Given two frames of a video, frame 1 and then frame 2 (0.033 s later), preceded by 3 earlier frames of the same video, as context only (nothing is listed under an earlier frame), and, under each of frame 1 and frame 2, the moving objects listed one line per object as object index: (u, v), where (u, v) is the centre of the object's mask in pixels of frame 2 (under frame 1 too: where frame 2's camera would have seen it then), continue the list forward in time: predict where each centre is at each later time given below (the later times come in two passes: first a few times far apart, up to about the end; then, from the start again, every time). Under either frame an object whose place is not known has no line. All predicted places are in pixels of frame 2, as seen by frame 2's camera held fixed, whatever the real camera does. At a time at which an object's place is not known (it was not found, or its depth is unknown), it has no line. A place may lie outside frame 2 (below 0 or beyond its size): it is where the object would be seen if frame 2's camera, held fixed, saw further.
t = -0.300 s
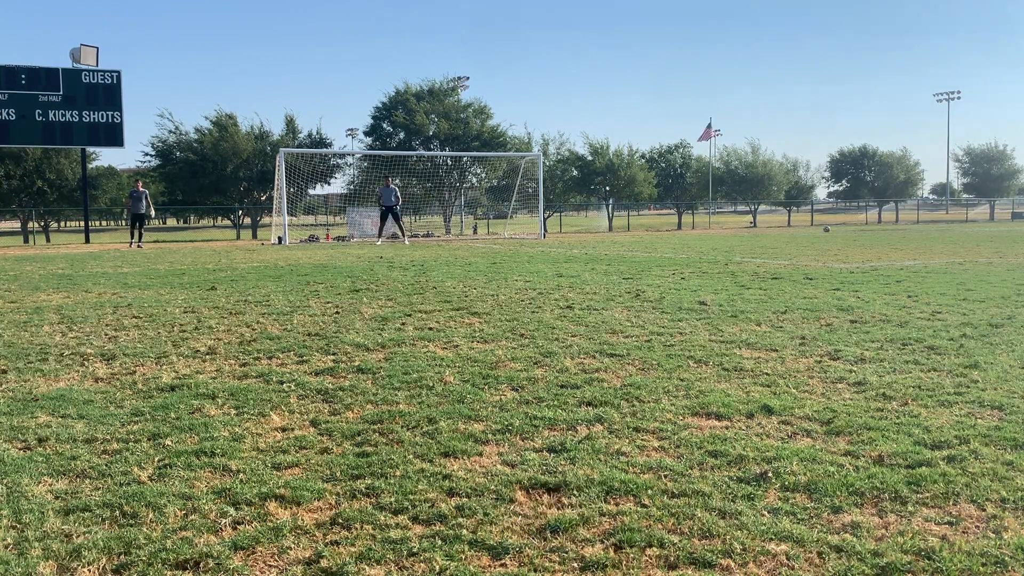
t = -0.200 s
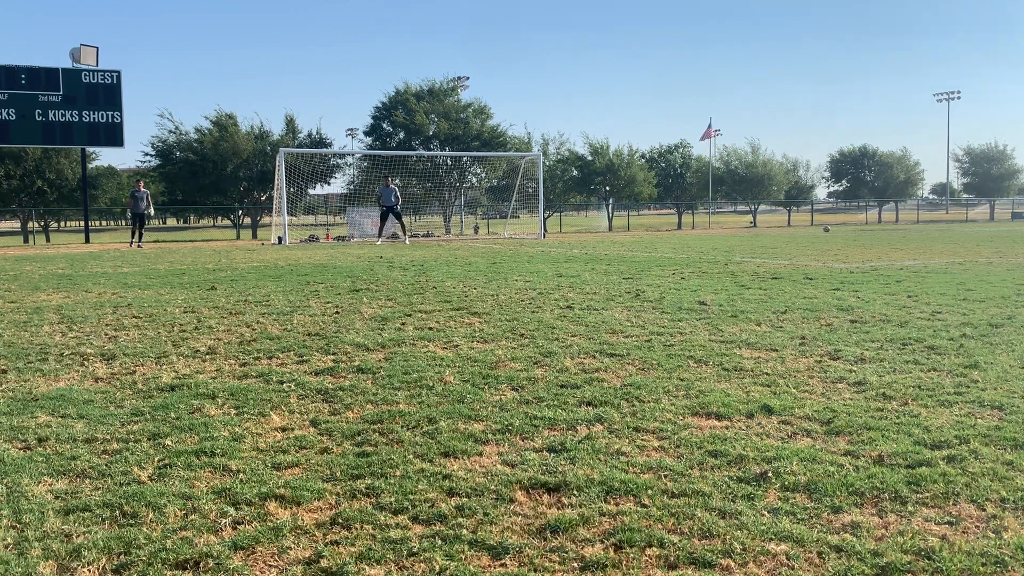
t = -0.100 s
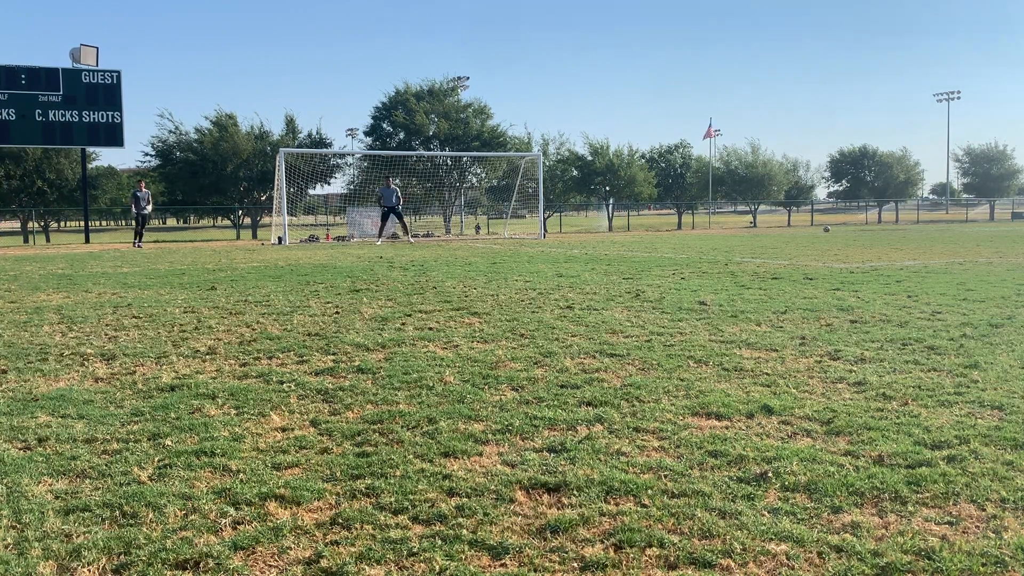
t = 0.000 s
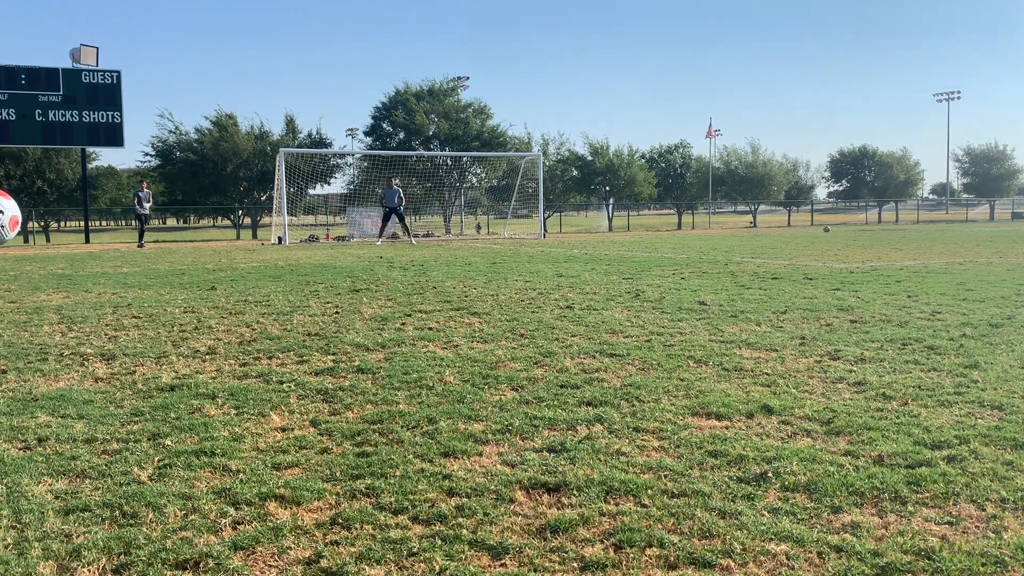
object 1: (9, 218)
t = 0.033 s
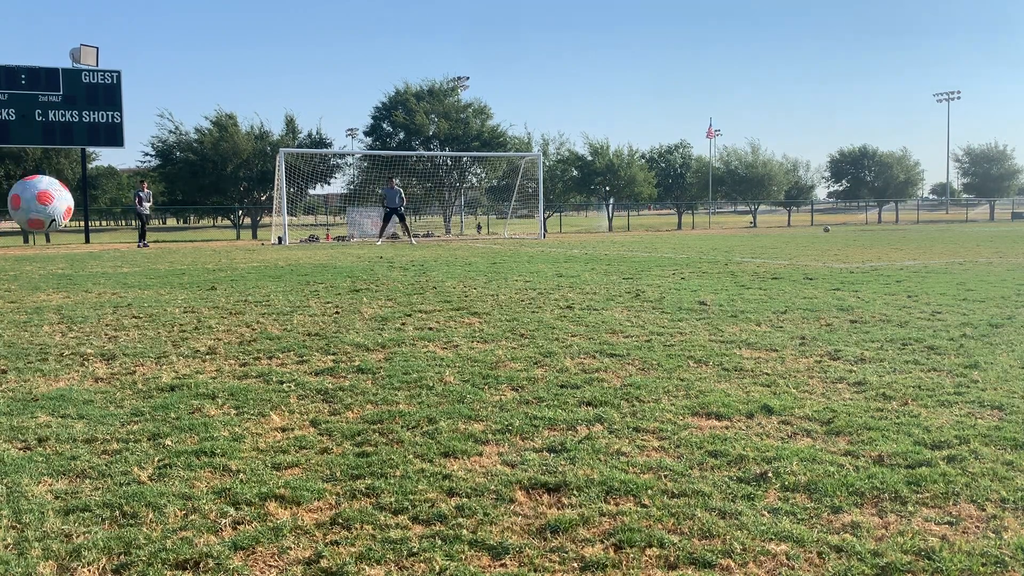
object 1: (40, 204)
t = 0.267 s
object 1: (325, 194)
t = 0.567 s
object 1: (542, 299)
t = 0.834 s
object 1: (627, 253)
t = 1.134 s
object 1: (709, 276)
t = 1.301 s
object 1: (748, 281)
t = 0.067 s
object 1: (91, 194)
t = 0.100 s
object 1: (137, 188)
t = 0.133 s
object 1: (180, 185)
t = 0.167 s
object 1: (220, 184)
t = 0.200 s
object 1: (257, 186)
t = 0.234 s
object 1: (292, 189)
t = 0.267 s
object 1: (325, 194)
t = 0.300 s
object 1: (355, 201)
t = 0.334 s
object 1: (384, 210)
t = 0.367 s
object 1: (411, 220)
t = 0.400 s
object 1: (436, 231)
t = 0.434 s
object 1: (460, 243)
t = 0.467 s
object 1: (482, 256)
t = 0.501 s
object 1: (504, 270)
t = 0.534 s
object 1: (524, 285)
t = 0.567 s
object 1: (542, 299)
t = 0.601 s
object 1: (554, 288)
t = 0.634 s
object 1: (564, 277)
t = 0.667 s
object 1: (575, 269)
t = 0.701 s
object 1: (586, 262)
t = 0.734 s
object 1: (597, 257)
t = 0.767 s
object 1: (607, 254)
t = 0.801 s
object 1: (617, 252)
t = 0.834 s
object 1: (627, 253)
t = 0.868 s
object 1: (637, 254)
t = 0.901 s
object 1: (647, 257)
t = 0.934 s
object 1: (657, 262)
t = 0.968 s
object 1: (666, 269)
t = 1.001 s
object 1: (675, 277)
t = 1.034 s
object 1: (684, 285)
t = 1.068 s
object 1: (693, 284)
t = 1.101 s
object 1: (701, 279)
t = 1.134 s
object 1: (709, 276)
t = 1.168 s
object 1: (717, 274)
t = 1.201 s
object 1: (725, 274)
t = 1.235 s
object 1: (733, 275)
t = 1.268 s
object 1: (740, 278)
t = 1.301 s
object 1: (748, 281)
